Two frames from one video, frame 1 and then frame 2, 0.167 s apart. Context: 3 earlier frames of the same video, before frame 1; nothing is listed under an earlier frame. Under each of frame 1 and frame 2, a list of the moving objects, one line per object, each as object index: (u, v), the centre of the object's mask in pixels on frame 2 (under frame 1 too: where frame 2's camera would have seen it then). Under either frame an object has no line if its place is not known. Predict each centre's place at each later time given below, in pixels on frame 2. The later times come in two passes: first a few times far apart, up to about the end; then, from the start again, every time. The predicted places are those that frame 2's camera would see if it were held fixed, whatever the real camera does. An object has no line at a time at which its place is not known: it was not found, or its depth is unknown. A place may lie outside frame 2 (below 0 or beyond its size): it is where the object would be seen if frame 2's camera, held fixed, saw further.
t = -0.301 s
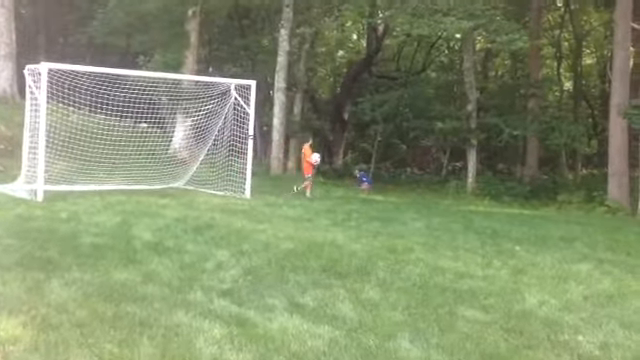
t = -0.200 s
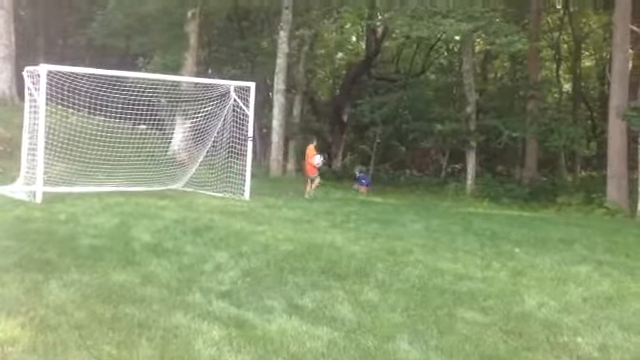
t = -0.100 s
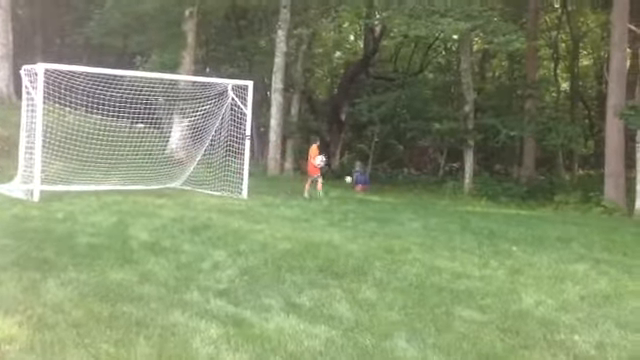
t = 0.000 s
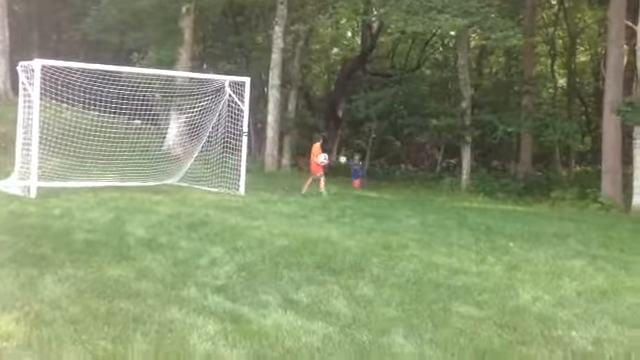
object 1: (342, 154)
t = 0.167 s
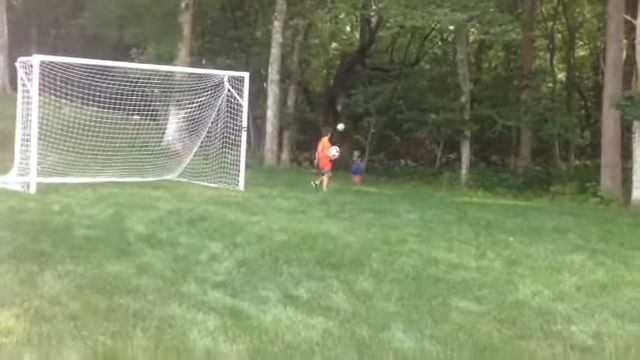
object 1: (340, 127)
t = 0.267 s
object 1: (339, 114)
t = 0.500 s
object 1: (336, 96)
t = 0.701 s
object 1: (332, 97)
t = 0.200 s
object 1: (340, 122)
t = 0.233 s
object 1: (339, 117)
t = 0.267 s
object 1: (339, 114)
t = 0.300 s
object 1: (338, 110)
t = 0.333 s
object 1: (338, 107)
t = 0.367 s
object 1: (338, 104)
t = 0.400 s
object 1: (337, 101)
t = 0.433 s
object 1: (337, 99)
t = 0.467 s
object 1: (336, 97)
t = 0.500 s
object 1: (336, 96)
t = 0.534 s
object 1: (335, 95)
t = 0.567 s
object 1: (335, 95)
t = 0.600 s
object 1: (334, 95)
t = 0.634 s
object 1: (333, 95)
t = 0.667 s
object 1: (333, 96)
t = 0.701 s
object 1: (332, 97)
